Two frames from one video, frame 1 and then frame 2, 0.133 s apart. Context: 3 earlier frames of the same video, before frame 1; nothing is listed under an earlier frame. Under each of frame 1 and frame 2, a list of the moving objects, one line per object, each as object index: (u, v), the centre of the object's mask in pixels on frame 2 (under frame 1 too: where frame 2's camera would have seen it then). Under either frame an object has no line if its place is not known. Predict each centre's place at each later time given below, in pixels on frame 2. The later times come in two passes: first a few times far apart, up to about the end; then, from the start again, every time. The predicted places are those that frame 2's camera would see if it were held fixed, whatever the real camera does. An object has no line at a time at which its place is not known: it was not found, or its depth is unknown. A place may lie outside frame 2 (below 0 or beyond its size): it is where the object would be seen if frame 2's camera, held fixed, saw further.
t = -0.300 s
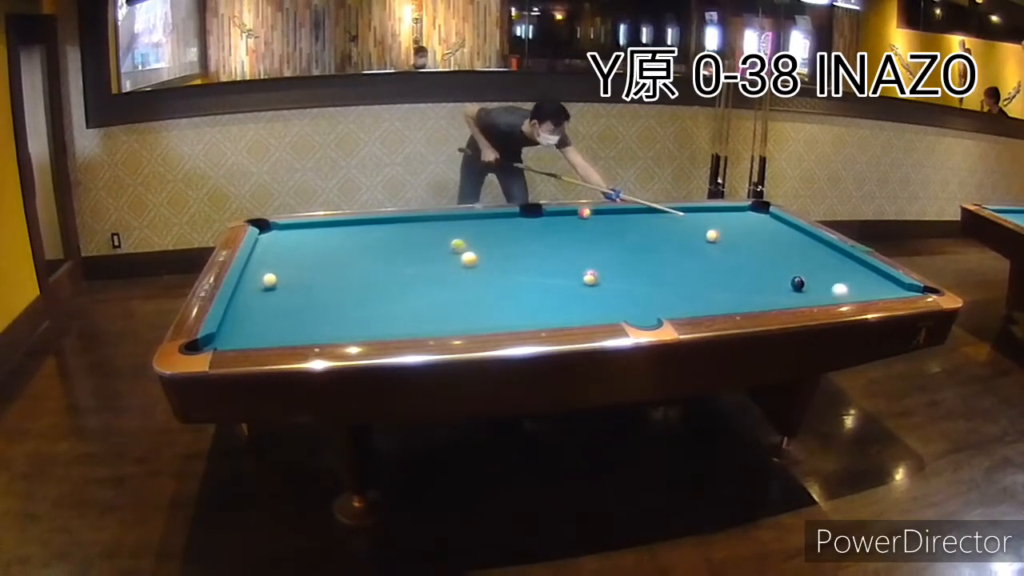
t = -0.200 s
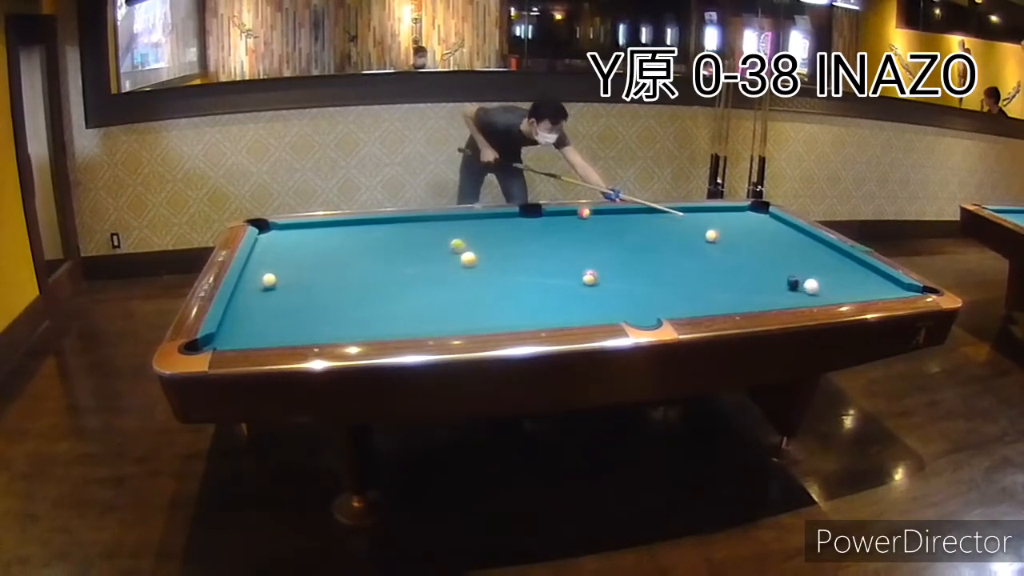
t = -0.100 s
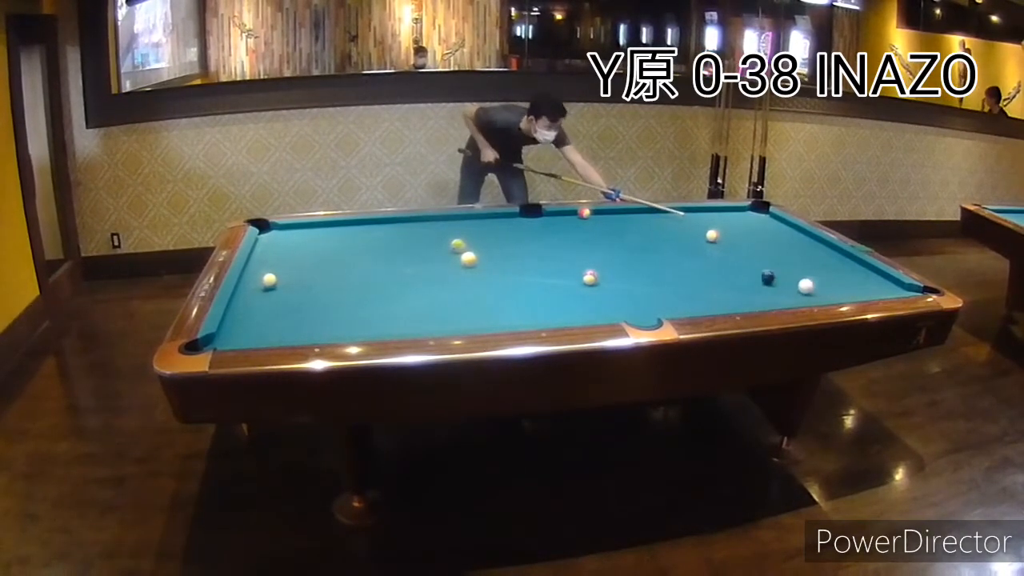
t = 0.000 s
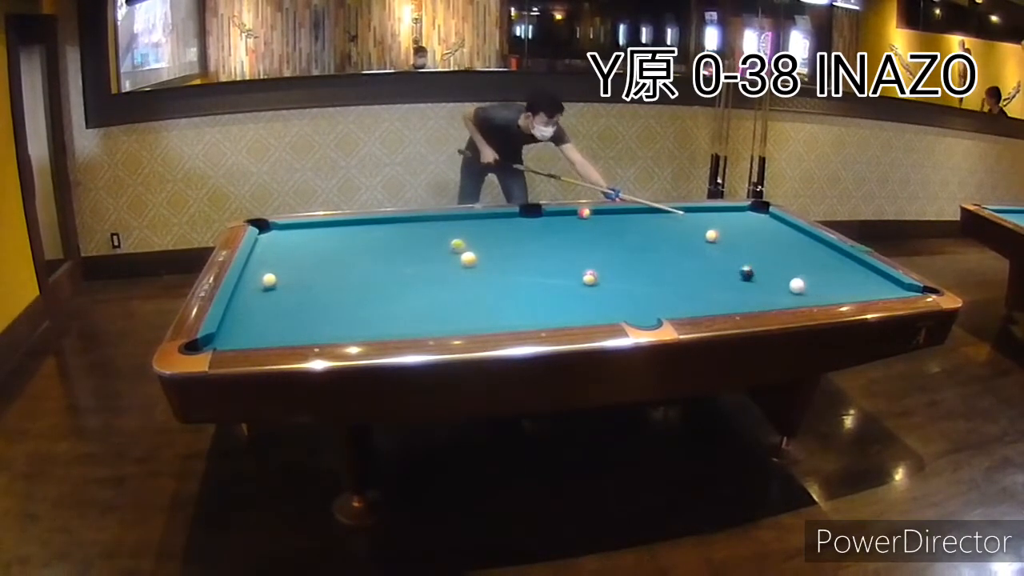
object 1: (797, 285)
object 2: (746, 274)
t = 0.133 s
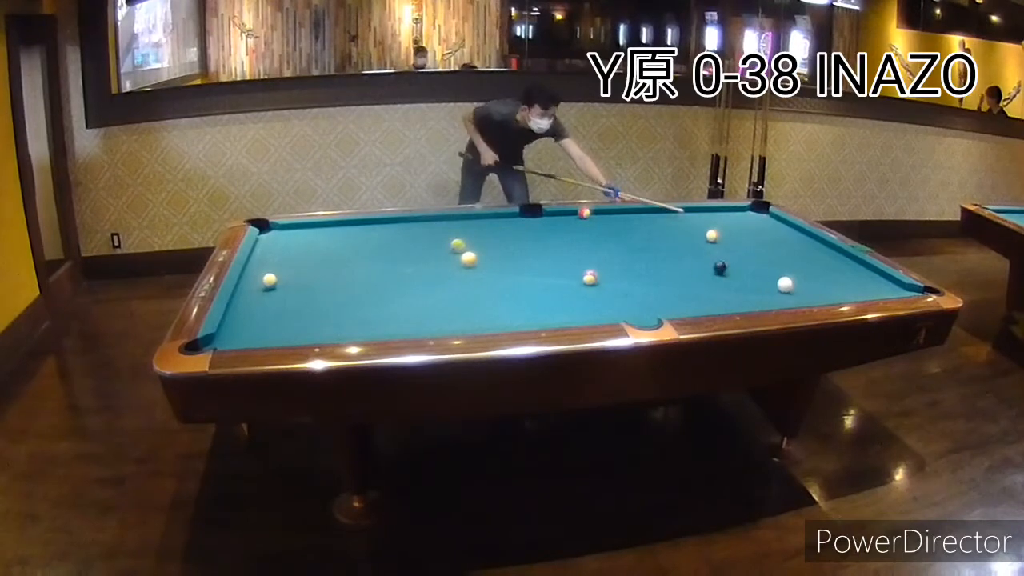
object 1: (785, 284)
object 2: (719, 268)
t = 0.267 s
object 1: (773, 283)
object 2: (693, 263)
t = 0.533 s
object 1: (752, 281)
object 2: (643, 253)
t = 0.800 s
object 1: (730, 280)
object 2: (597, 244)
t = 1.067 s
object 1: (710, 278)
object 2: (554, 236)
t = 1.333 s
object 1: (691, 277)
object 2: (514, 229)
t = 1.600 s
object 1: (675, 276)
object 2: (479, 223)
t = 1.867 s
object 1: (659, 275)
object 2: (448, 218)
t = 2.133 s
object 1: (644, 275)
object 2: (432, 223)
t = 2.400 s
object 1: (631, 274)
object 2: (418, 227)
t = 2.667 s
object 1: (620, 273)
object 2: (403, 232)
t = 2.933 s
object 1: (610, 273)
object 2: (388, 236)
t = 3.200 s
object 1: (603, 273)
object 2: (375, 240)
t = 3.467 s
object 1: (599, 272)
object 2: (362, 245)
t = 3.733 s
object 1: (597, 271)
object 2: (350, 249)
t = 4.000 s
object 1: (596, 271)
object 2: (338, 252)
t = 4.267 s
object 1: (596, 270)
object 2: (327, 255)
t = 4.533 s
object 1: (596, 270)
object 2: (318, 259)
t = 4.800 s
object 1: (596, 270)
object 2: (309, 261)
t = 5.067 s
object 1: (596, 270)
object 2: (301, 263)
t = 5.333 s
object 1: (596, 270)
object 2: (294, 266)
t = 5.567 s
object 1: (596, 270)
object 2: (288, 267)
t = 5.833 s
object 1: (596, 270)
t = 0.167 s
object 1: (782, 284)
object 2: (712, 267)
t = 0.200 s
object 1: (779, 283)
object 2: (706, 266)
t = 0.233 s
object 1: (776, 283)
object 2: (699, 264)
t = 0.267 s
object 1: (773, 283)
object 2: (693, 263)
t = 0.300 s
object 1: (770, 283)
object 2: (687, 262)
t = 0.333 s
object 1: (768, 283)
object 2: (680, 260)
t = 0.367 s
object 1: (765, 282)
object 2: (674, 259)
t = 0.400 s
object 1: (762, 282)
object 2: (668, 258)
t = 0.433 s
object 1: (759, 282)
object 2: (661, 257)
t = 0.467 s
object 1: (757, 281)
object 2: (655, 256)
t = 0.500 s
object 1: (754, 281)
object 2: (649, 255)
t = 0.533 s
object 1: (752, 281)
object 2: (643, 253)
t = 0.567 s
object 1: (749, 281)
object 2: (637, 252)
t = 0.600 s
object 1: (746, 281)
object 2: (631, 251)
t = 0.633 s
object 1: (743, 281)
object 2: (625, 250)
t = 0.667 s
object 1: (740, 280)
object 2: (619, 249)
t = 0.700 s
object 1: (737, 280)
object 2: (614, 248)
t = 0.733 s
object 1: (735, 280)
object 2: (608, 246)
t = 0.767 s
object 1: (732, 280)
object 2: (602, 245)
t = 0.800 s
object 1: (730, 280)
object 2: (597, 244)
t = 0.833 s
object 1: (727, 280)
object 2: (591, 243)
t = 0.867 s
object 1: (725, 279)
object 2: (586, 242)
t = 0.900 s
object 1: (722, 279)
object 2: (580, 241)
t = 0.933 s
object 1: (720, 279)
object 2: (575, 241)
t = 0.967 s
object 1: (717, 279)
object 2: (569, 239)
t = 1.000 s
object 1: (715, 279)
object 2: (564, 238)
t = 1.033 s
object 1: (713, 278)
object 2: (559, 237)
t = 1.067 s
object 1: (710, 278)
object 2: (554, 236)
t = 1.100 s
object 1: (708, 278)
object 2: (549, 236)
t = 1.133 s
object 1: (705, 278)
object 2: (544, 234)
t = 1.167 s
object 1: (703, 278)
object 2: (539, 233)
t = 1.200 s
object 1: (701, 278)
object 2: (534, 233)
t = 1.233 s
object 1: (698, 277)
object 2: (529, 231)
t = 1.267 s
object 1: (696, 277)
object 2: (524, 231)
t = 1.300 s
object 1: (694, 277)
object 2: (519, 230)
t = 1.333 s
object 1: (691, 277)
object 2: (514, 229)
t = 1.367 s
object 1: (689, 277)
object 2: (510, 228)
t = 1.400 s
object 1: (687, 277)
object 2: (505, 227)
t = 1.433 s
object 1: (685, 277)
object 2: (501, 227)
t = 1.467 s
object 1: (683, 277)
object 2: (496, 226)
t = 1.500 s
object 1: (681, 277)
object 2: (492, 225)
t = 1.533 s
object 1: (679, 277)
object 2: (488, 224)
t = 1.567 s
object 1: (677, 276)
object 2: (483, 224)
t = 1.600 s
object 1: (675, 276)
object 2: (479, 223)
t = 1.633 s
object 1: (672, 276)
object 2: (475, 221)
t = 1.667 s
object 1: (670, 276)
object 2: (470, 221)
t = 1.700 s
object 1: (668, 276)
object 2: (466, 221)
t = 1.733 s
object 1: (666, 276)
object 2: (462, 221)
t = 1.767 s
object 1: (664, 276)
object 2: (459, 219)
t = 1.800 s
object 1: (662, 275)
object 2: (453, 220)
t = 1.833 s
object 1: (660, 276)
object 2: (449, 219)
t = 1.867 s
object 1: (659, 275)
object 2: (448, 218)
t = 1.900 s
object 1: (657, 275)
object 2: (446, 219)
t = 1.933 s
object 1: (655, 275)
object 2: (444, 221)
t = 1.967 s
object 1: (653, 275)
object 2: (442, 220)
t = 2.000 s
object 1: (651, 275)
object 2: (440, 220)
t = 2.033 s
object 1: (649, 275)
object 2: (438, 221)
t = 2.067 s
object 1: (648, 275)
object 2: (436, 221)
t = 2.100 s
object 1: (646, 275)
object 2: (434, 223)
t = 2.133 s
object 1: (644, 275)
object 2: (432, 223)
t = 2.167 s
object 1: (642, 274)
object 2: (431, 224)
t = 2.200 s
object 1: (640, 274)
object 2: (429, 224)
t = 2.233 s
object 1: (639, 274)
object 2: (427, 224)
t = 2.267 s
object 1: (638, 274)
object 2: (425, 225)
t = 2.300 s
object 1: (636, 274)
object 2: (423, 225)
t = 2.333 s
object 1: (635, 274)
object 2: (421, 226)
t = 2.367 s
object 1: (633, 274)
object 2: (419, 227)
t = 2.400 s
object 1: (631, 274)
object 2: (418, 227)
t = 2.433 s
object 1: (630, 274)
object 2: (415, 228)
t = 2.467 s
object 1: (628, 274)
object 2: (413, 228)
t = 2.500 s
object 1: (627, 274)
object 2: (412, 229)
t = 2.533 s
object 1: (625, 274)
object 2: (410, 230)
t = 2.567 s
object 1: (624, 274)
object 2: (408, 230)
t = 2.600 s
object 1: (623, 274)
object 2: (406, 231)
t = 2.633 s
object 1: (621, 273)
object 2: (404, 231)
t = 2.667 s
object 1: (620, 273)
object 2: (403, 232)
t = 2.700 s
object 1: (619, 273)
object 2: (401, 232)
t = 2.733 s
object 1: (617, 273)
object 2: (399, 233)
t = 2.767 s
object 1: (616, 273)
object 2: (397, 233)
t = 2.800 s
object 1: (615, 273)
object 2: (395, 234)
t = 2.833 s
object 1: (614, 273)
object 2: (394, 234)
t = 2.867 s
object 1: (613, 273)
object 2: (391, 235)
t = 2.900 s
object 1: (612, 273)
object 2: (390, 236)
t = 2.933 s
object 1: (610, 273)
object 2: (388, 236)
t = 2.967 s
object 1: (609, 273)
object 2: (387, 237)
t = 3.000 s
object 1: (608, 273)
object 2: (385, 238)
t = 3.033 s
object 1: (607, 273)
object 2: (383, 238)
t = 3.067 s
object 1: (606, 273)
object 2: (382, 238)
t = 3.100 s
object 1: (605, 273)
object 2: (380, 239)
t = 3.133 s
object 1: (604, 273)
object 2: (378, 239)
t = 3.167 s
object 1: (603, 273)
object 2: (377, 240)
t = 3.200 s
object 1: (603, 273)
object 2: (375, 240)
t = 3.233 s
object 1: (602, 273)
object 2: (373, 241)
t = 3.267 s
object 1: (601, 273)
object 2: (372, 242)
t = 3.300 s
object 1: (601, 272)
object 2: (370, 242)
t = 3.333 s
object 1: (600, 272)
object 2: (368, 243)
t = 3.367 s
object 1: (600, 272)
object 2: (367, 243)
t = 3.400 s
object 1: (599, 272)
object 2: (365, 244)
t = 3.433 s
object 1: (599, 272)
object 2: (363, 244)
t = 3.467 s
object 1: (599, 272)
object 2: (362, 245)
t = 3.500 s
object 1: (599, 272)
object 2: (360, 245)
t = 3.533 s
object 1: (598, 272)
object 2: (359, 246)
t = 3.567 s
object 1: (598, 272)
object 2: (357, 246)
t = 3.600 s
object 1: (597, 271)
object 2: (356, 247)
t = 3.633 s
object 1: (597, 271)
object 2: (354, 247)
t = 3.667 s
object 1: (597, 271)
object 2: (353, 248)
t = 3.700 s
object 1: (597, 271)
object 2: (351, 248)
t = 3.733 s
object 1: (597, 271)
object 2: (350, 249)
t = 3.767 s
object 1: (596, 271)
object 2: (348, 249)
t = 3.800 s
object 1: (597, 271)
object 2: (347, 250)
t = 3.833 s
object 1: (596, 271)
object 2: (345, 250)
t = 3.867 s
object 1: (596, 271)
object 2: (344, 251)
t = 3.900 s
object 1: (596, 271)
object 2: (342, 251)
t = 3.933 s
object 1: (596, 271)
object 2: (341, 251)
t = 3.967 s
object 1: (596, 271)
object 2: (339, 252)
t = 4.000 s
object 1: (596, 271)
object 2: (338, 252)
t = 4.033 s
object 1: (596, 271)
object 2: (337, 253)
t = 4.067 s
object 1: (596, 271)
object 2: (336, 253)
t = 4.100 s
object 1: (596, 271)
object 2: (334, 254)
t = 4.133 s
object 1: (596, 271)
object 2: (333, 254)
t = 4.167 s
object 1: (596, 271)
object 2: (331, 254)
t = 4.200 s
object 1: (596, 271)
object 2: (330, 255)
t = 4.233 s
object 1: (596, 271)
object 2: (329, 255)
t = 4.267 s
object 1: (596, 270)
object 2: (327, 255)
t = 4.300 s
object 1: (596, 270)
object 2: (326, 256)
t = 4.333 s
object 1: (596, 270)
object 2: (325, 256)
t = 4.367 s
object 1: (596, 270)
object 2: (324, 257)
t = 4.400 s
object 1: (596, 270)
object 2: (323, 257)
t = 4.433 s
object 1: (596, 270)
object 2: (321, 258)
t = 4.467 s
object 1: (596, 270)
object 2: (320, 258)
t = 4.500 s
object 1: (596, 270)
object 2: (319, 258)
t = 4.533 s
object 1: (596, 270)
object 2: (318, 259)
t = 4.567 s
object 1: (596, 270)
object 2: (317, 259)
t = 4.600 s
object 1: (596, 270)
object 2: (316, 259)
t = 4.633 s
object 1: (596, 270)
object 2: (314, 260)
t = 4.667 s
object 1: (596, 270)
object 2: (313, 260)
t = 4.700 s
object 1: (596, 270)
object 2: (313, 260)
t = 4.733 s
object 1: (596, 270)
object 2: (311, 261)
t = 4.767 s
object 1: (596, 270)
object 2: (310, 261)
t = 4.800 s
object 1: (596, 270)
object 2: (309, 261)
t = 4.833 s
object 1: (596, 270)
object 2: (308, 262)
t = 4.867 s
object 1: (596, 270)
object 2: (307, 262)
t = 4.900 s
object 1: (596, 270)
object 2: (306, 262)
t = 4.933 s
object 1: (596, 270)
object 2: (305, 262)
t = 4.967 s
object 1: (596, 270)
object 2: (304, 262)
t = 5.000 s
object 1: (596, 270)
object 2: (303, 263)
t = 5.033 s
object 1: (596, 270)
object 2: (302, 263)
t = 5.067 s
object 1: (596, 270)
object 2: (301, 263)
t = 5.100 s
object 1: (596, 270)
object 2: (300, 264)
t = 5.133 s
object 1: (596, 270)
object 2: (299, 264)
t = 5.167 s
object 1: (596, 270)
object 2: (298, 264)
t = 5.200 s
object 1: (596, 270)
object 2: (297, 265)
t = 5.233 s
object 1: (596, 270)
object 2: (296, 265)
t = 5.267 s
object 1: (596, 270)
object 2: (295, 265)
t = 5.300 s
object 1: (596, 270)
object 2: (295, 266)
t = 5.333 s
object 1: (596, 270)
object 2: (294, 266)
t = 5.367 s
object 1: (596, 270)
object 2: (293, 266)
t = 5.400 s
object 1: (596, 270)
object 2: (292, 266)
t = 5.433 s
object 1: (596, 270)
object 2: (291, 266)
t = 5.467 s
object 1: (596, 270)
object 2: (291, 266)
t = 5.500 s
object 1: (596, 270)
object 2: (290, 267)
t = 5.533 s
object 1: (596, 270)
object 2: (289, 267)
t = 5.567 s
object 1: (596, 270)
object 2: (288, 267)
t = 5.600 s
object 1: (596, 270)
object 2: (288, 267)
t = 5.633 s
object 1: (596, 270)
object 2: (287, 268)
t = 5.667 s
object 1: (596, 270)
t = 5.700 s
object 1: (596, 270)
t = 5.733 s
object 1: (596, 270)
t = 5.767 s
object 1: (596, 270)
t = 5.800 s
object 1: (596, 270)
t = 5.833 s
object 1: (596, 270)
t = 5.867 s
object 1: (596, 270)
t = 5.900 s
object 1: (596, 270)
